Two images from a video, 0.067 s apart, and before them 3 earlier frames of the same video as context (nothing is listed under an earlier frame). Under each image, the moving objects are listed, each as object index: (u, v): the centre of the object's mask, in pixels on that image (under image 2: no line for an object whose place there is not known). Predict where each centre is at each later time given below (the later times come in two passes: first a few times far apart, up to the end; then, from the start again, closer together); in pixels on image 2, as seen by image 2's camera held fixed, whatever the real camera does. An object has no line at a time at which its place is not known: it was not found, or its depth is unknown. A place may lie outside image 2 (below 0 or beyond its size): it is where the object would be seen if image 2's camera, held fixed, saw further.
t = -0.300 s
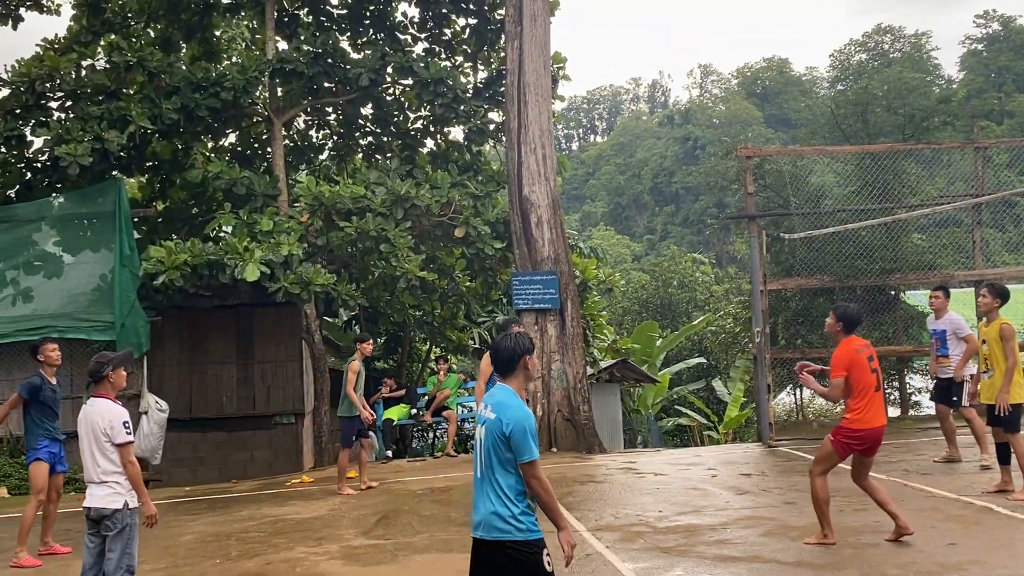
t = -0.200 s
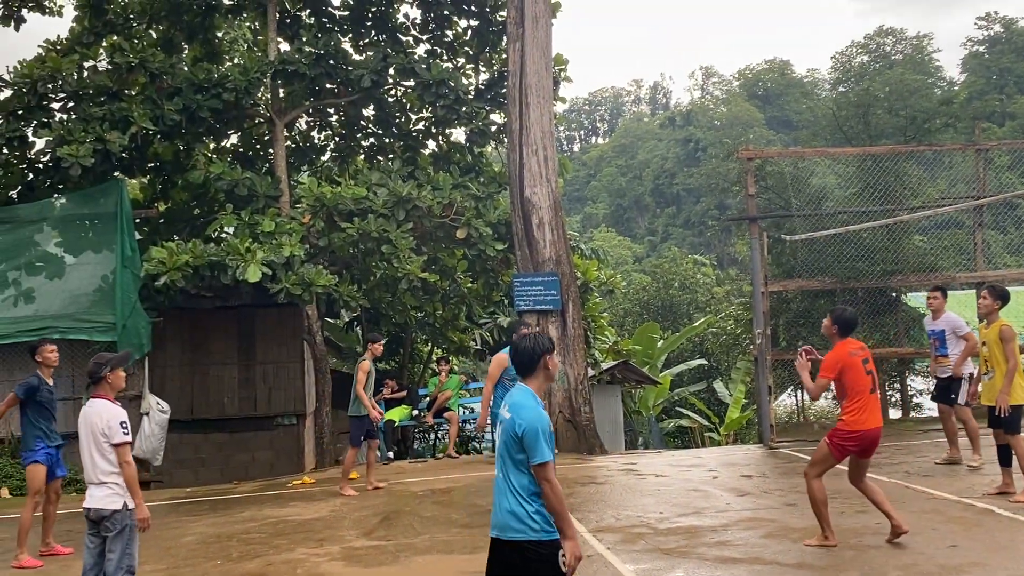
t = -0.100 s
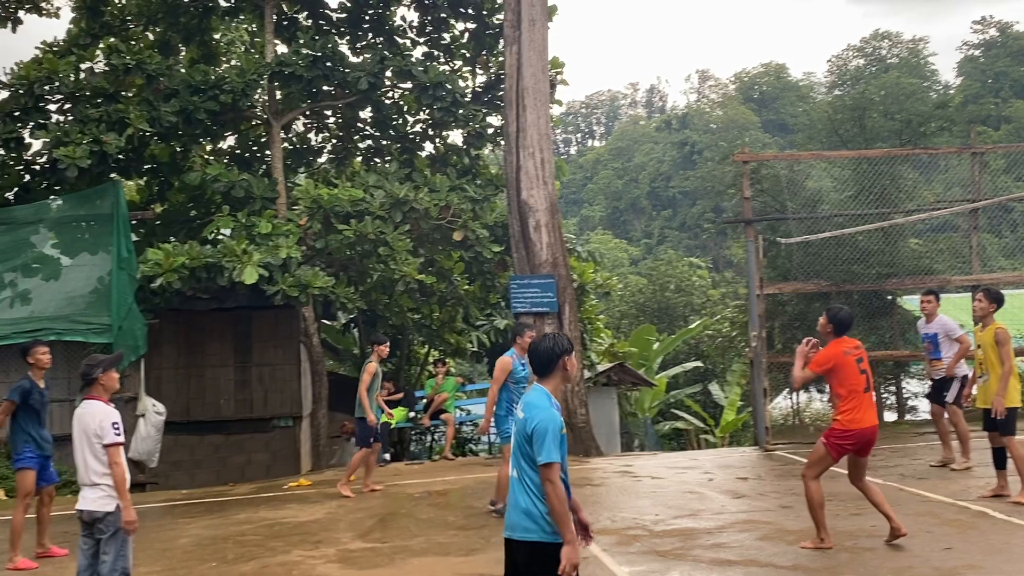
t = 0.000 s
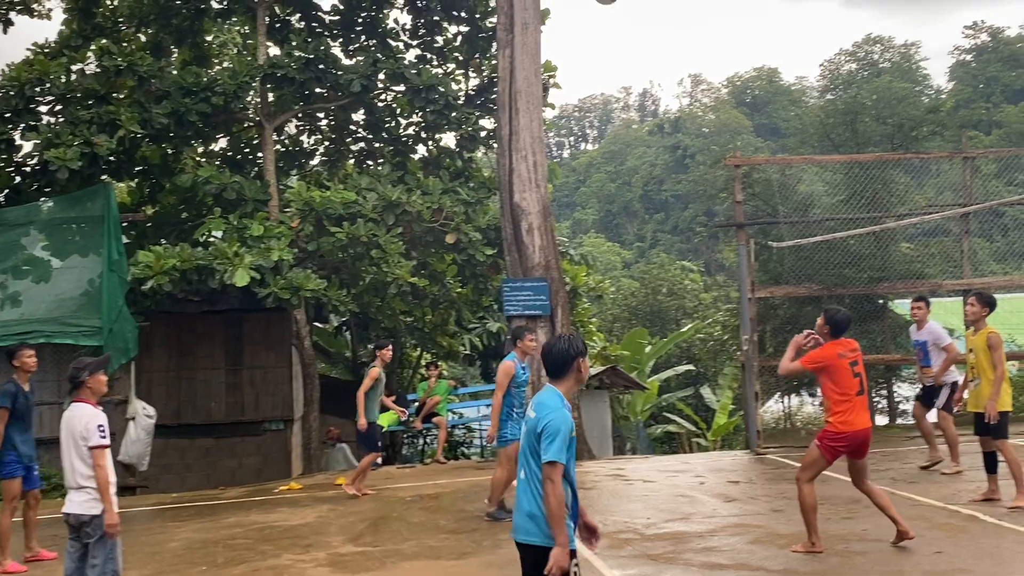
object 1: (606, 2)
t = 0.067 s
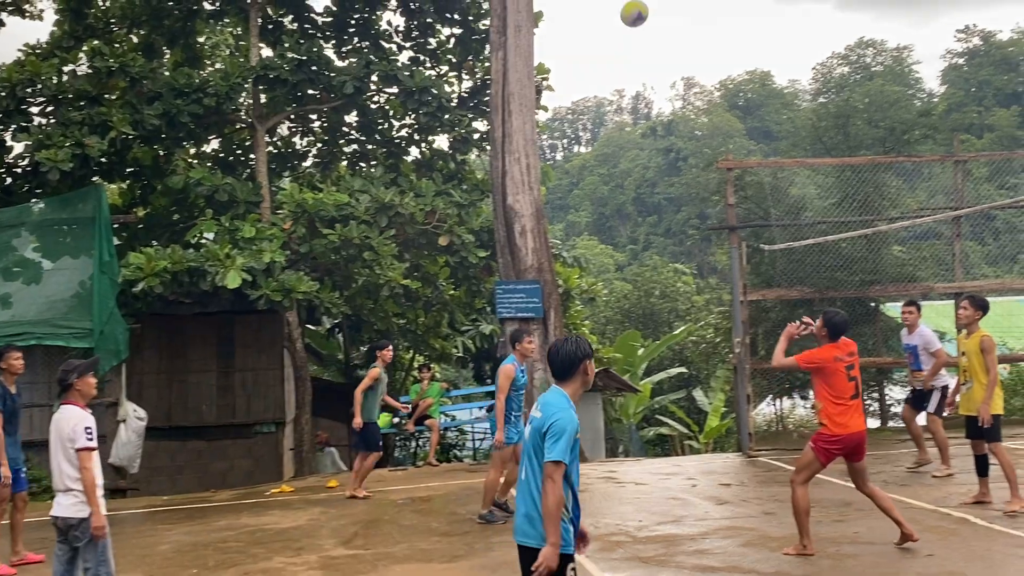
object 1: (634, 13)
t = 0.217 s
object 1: (713, 79)
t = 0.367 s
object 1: (796, 171)
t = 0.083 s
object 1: (643, 19)
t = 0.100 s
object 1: (652, 25)
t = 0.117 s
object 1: (660, 32)
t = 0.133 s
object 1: (669, 39)
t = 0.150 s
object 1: (678, 46)
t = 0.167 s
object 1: (687, 54)
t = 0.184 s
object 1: (696, 61)
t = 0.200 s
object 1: (704, 70)
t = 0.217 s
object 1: (713, 79)
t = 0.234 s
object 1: (723, 88)
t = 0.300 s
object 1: (759, 126)
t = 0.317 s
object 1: (768, 137)
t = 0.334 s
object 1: (777, 148)
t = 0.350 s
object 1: (787, 160)
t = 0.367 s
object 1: (796, 171)
